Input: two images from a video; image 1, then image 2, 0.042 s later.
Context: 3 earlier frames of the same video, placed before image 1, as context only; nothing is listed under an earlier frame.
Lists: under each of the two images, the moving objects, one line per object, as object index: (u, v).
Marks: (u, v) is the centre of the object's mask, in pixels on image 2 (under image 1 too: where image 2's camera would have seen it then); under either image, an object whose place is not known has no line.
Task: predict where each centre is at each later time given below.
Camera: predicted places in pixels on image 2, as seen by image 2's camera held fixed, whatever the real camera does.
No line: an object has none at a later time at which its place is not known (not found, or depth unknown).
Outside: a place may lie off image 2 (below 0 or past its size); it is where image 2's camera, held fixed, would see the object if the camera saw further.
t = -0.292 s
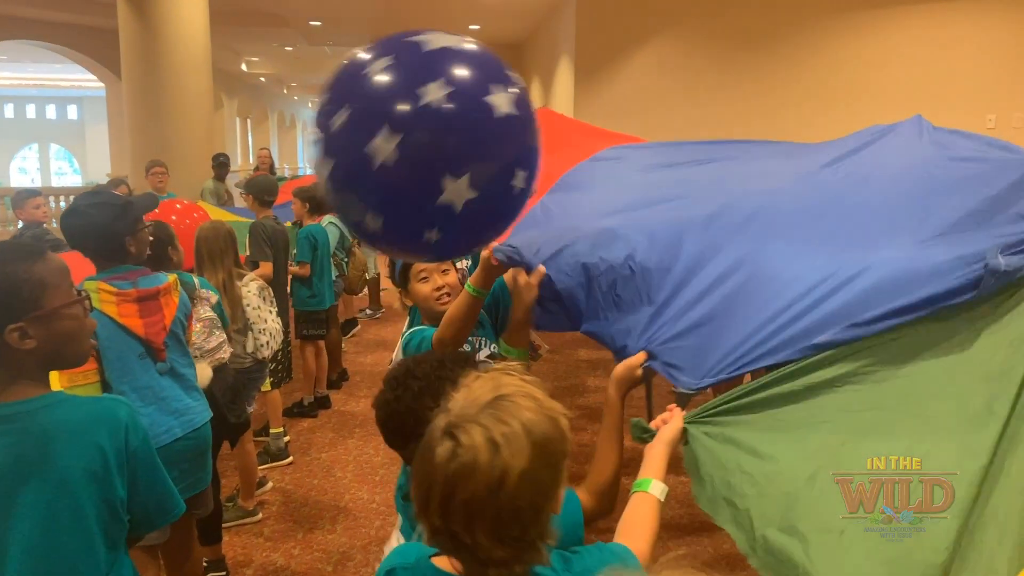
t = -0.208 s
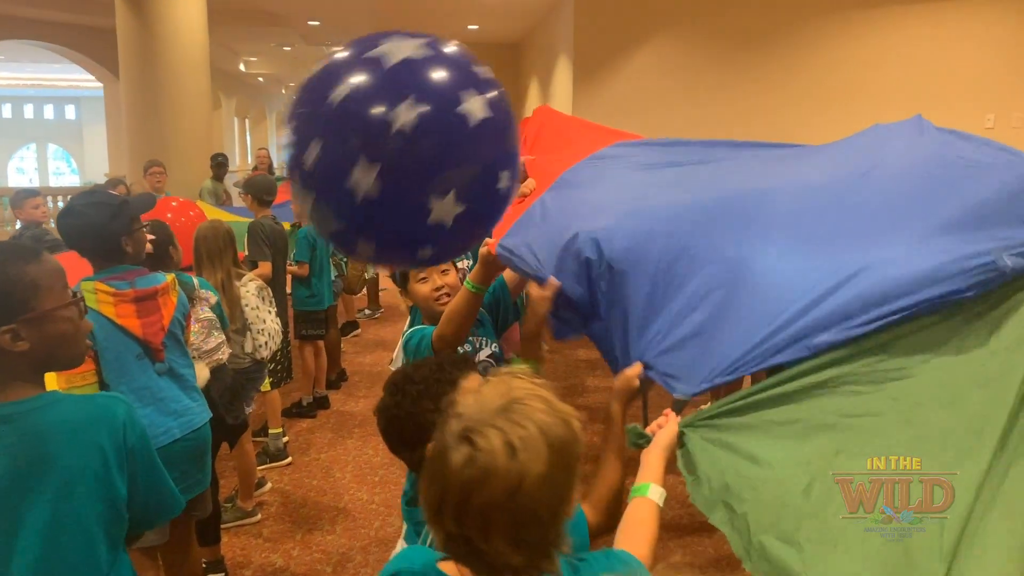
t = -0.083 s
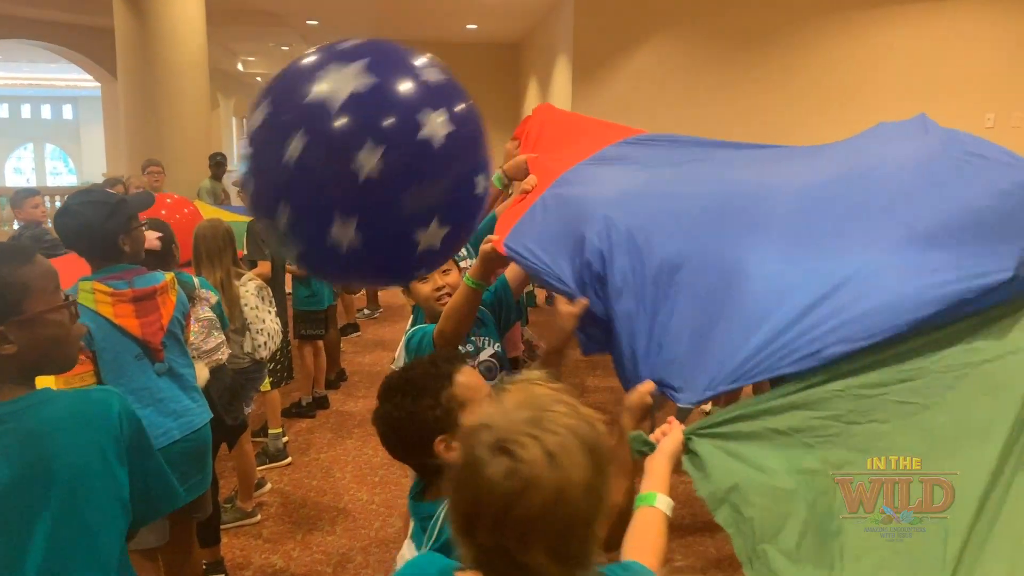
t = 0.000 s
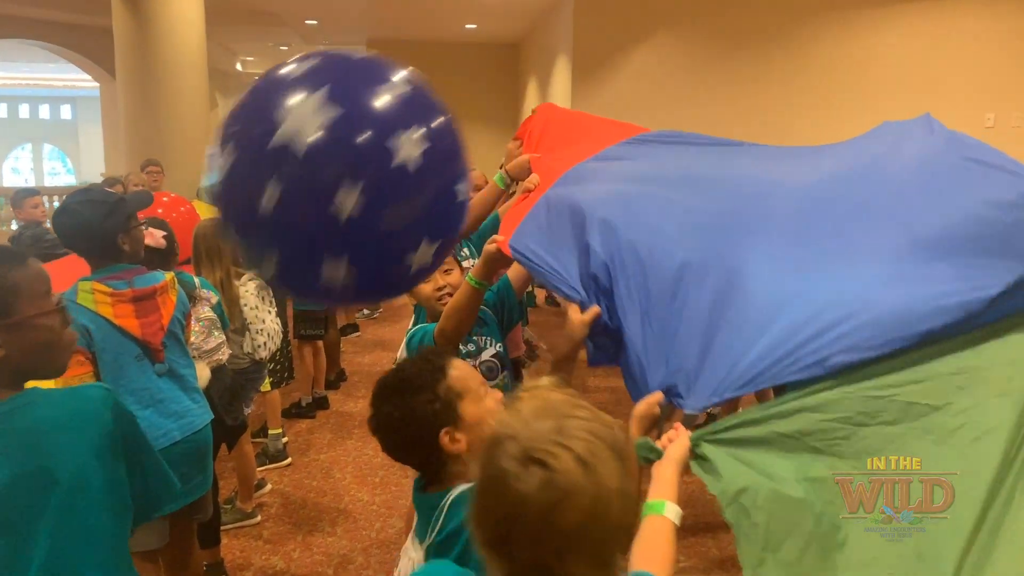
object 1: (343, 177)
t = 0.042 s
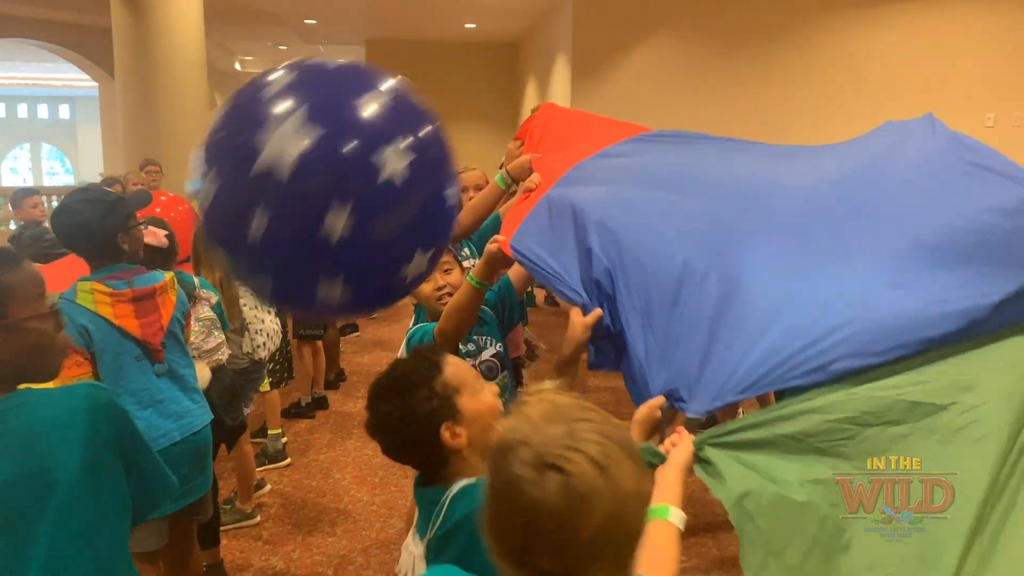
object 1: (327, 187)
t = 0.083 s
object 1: (312, 199)
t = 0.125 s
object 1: (297, 213)
